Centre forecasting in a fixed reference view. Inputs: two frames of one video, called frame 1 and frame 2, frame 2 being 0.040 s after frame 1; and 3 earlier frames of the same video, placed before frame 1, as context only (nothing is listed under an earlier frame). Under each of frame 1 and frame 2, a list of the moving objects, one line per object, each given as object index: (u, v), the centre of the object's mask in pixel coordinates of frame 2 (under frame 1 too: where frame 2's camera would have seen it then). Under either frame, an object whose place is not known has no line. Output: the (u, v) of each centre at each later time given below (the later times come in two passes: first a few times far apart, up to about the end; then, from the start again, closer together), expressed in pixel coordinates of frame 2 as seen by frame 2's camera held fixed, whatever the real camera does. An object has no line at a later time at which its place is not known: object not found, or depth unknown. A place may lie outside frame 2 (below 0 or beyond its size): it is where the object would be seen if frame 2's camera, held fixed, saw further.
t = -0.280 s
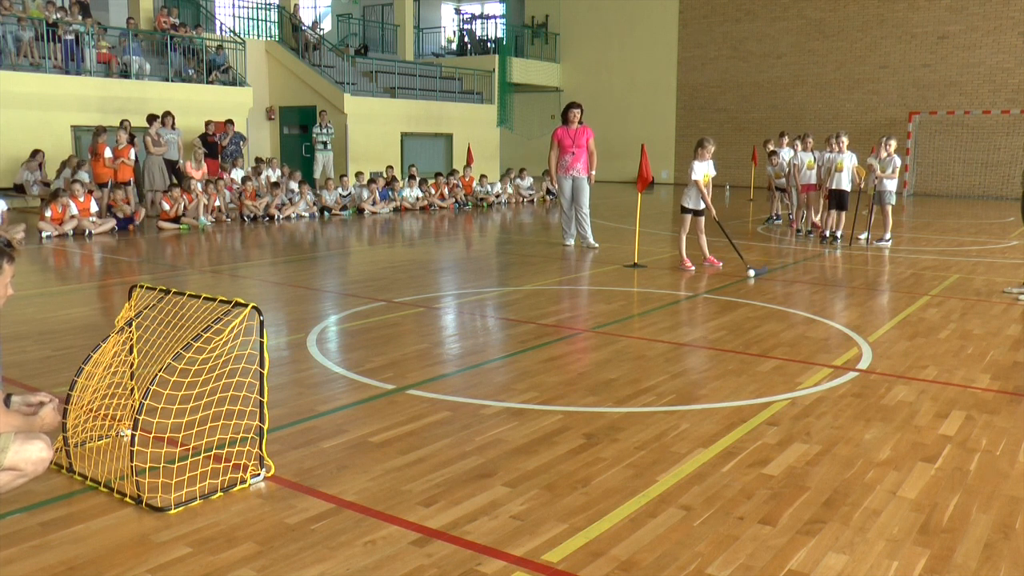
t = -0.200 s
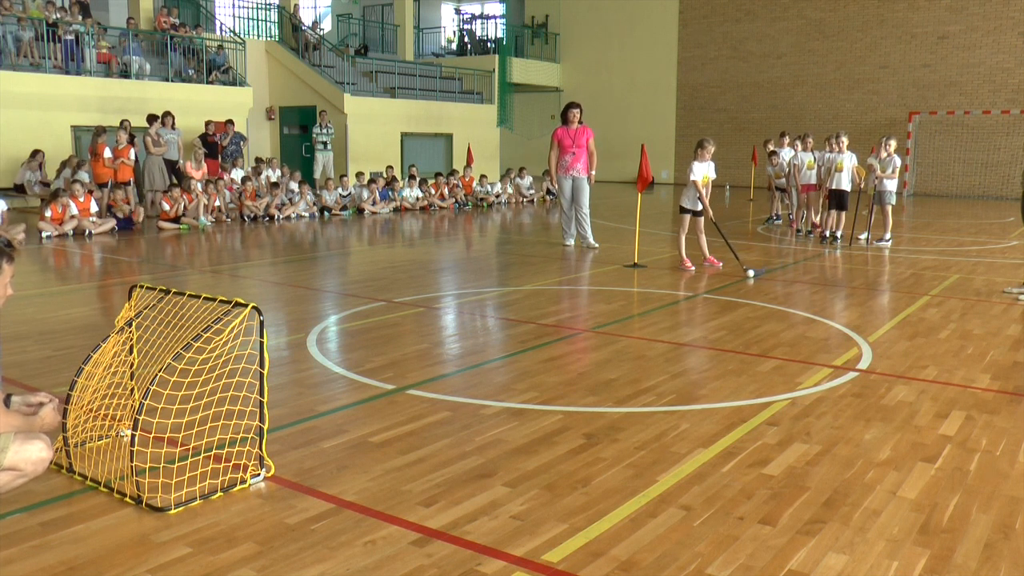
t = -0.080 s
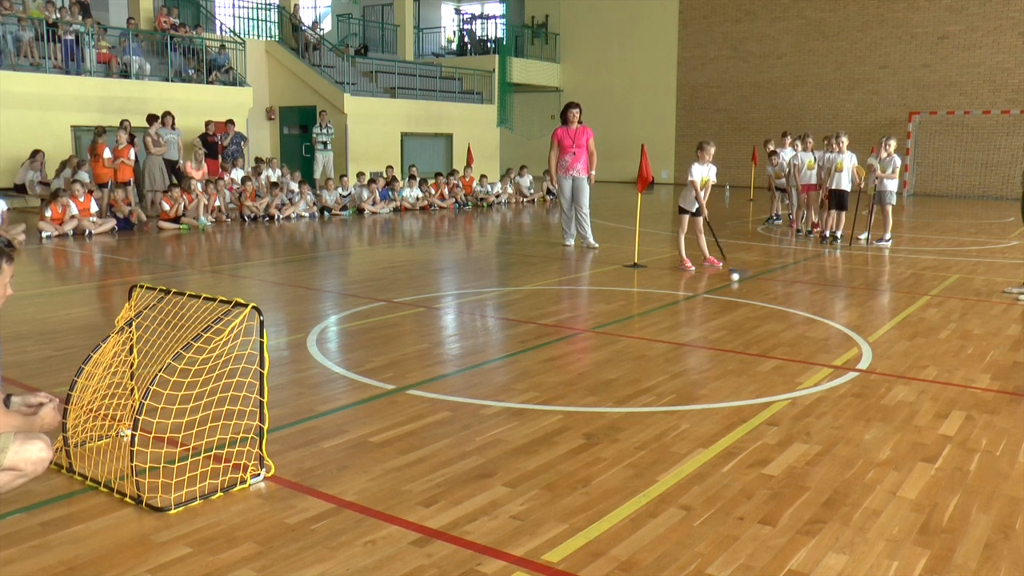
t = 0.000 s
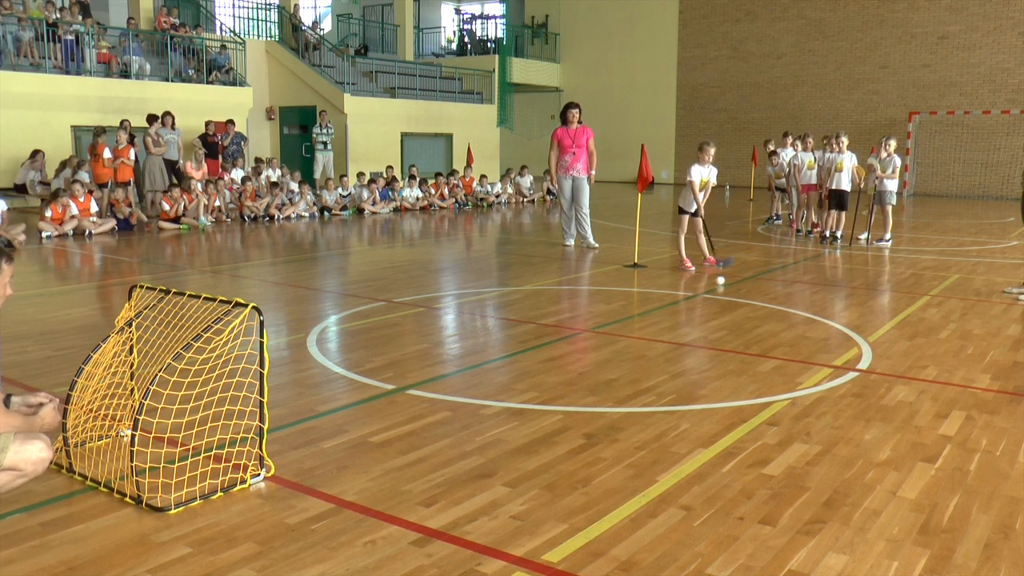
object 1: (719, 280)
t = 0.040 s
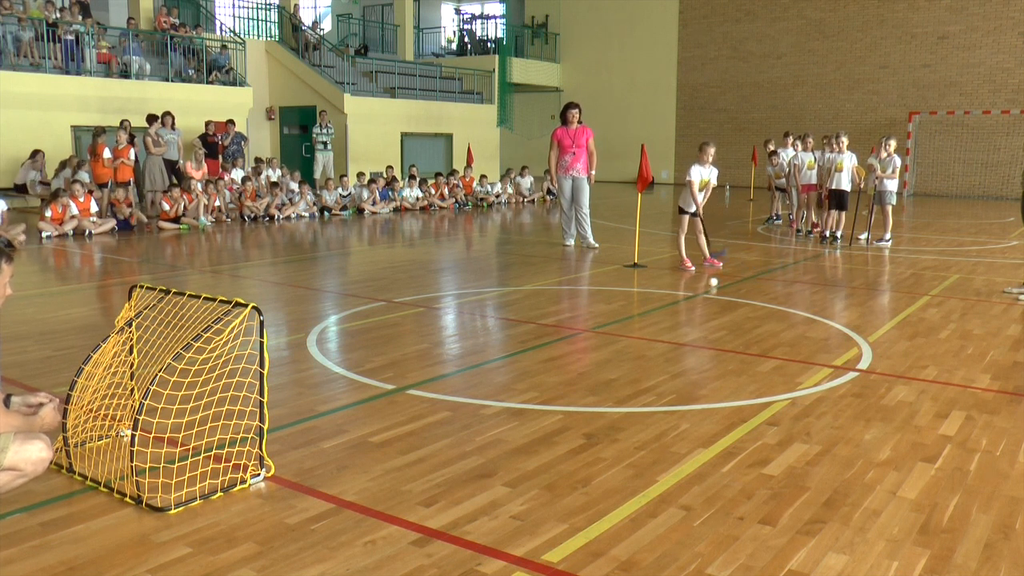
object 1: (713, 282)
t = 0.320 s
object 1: (669, 292)
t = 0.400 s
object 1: (656, 295)
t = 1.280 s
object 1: (493, 327)
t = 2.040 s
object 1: (300, 366)
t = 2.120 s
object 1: (277, 371)
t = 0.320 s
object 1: (669, 292)
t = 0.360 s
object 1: (663, 293)
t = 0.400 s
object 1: (656, 295)
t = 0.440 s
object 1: (649, 296)
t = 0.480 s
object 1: (644, 297)
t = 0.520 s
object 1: (637, 299)
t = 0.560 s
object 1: (631, 300)
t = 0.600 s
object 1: (624, 302)
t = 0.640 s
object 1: (618, 303)
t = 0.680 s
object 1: (611, 305)
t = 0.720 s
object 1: (604, 306)
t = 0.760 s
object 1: (596, 307)
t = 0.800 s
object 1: (589, 308)
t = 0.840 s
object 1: (582, 310)
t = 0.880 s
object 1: (575, 312)
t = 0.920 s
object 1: (567, 313)
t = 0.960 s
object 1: (559, 315)
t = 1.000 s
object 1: (551, 316)
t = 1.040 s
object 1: (543, 318)
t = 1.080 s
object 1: (535, 319)
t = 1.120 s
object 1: (527, 321)
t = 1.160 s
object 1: (519, 322)
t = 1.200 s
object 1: (511, 324)
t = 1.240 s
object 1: (502, 326)
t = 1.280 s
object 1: (493, 327)
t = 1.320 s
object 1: (484, 330)
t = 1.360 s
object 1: (476, 332)
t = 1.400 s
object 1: (466, 334)
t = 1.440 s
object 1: (457, 336)
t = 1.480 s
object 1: (448, 337)
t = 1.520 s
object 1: (438, 339)
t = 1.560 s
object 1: (428, 341)
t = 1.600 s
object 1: (418, 343)
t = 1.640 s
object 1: (408, 345)
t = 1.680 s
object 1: (398, 347)
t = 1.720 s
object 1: (387, 349)
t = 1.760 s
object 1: (377, 351)
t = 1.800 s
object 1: (367, 353)
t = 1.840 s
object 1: (356, 355)
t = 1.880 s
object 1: (345, 357)
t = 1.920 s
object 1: (334, 359)
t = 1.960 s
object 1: (323, 361)
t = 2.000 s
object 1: (311, 364)
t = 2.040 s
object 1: (300, 366)
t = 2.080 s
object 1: (289, 369)
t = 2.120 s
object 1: (277, 371)
